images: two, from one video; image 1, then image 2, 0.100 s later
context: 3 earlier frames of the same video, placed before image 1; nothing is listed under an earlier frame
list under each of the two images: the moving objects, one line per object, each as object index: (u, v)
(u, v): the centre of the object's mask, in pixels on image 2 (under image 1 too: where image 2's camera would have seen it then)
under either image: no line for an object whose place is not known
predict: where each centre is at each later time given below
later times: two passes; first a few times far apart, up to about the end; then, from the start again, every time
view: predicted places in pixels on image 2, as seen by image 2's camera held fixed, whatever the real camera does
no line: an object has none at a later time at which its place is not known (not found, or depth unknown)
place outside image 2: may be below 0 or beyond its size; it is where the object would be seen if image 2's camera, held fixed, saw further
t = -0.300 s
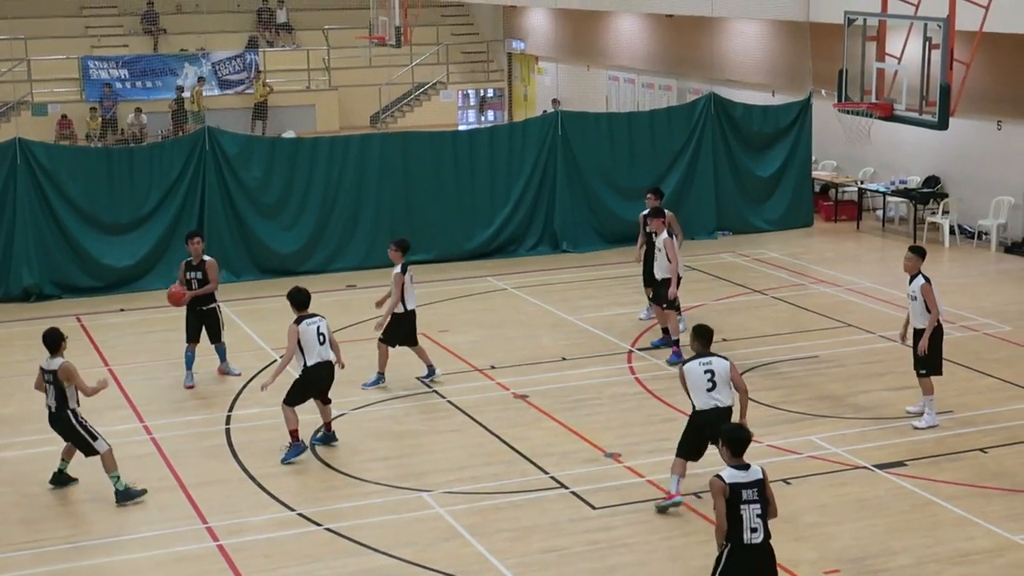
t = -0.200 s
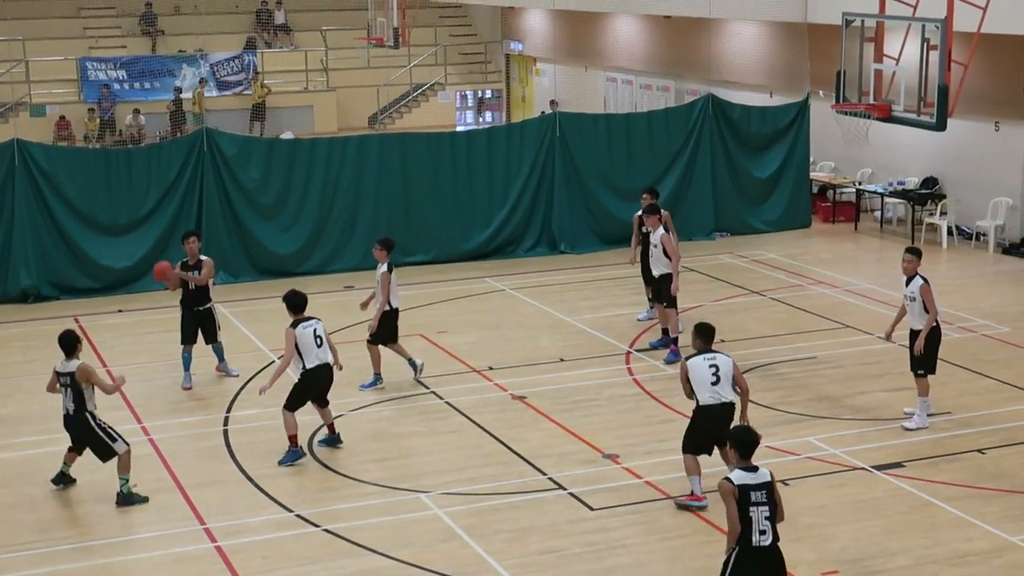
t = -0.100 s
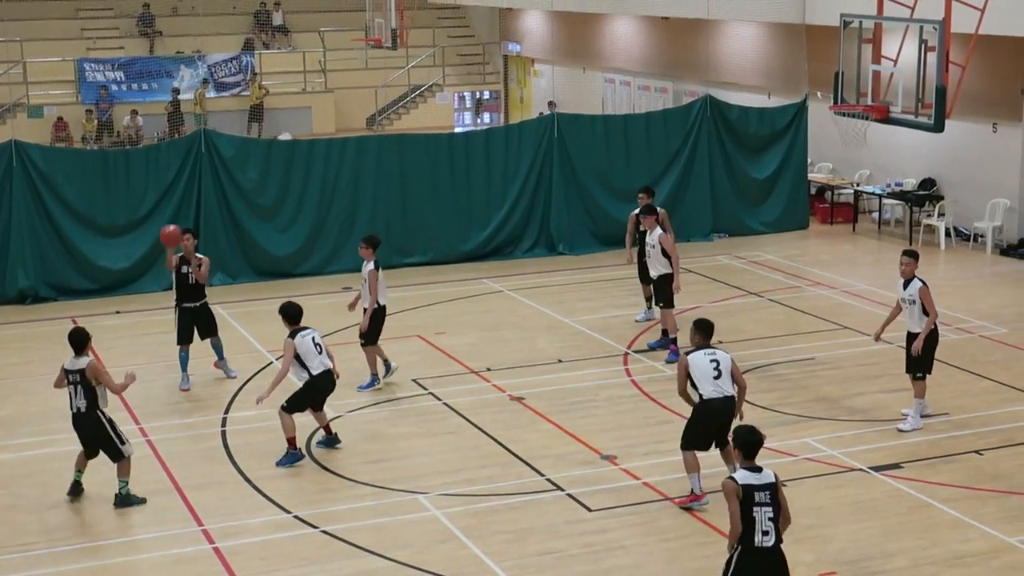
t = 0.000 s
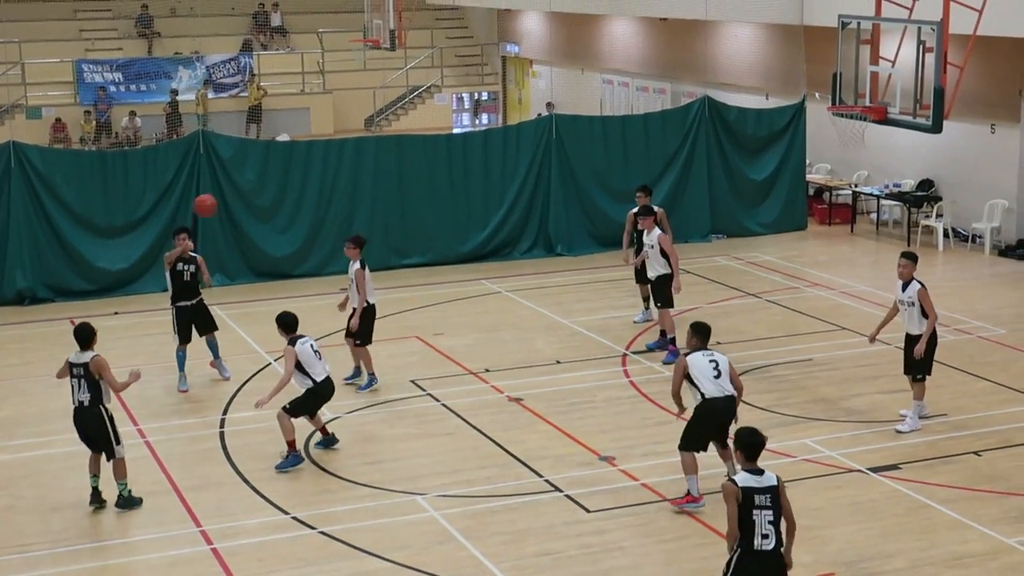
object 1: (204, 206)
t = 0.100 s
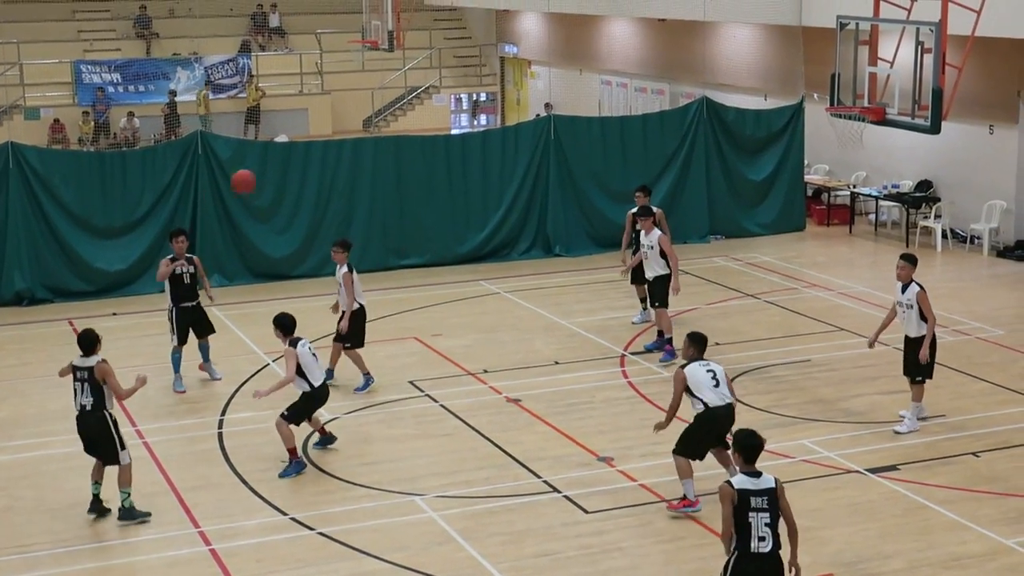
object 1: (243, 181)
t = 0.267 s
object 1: (316, 156)
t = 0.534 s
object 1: (456, 171)
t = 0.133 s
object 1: (257, 175)
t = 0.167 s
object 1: (271, 169)
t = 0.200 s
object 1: (286, 163)
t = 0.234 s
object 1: (301, 159)
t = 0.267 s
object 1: (316, 156)
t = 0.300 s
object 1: (332, 154)
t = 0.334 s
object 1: (348, 153)
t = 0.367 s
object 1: (365, 153)
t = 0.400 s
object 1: (382, 154)
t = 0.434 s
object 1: (400, 156)
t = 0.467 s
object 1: (418, 159)
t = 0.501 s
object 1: (436, 164)
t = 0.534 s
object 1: (456, 171)
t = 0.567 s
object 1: (475, 178)
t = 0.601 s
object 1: (496, 187)
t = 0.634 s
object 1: (517, 198)
